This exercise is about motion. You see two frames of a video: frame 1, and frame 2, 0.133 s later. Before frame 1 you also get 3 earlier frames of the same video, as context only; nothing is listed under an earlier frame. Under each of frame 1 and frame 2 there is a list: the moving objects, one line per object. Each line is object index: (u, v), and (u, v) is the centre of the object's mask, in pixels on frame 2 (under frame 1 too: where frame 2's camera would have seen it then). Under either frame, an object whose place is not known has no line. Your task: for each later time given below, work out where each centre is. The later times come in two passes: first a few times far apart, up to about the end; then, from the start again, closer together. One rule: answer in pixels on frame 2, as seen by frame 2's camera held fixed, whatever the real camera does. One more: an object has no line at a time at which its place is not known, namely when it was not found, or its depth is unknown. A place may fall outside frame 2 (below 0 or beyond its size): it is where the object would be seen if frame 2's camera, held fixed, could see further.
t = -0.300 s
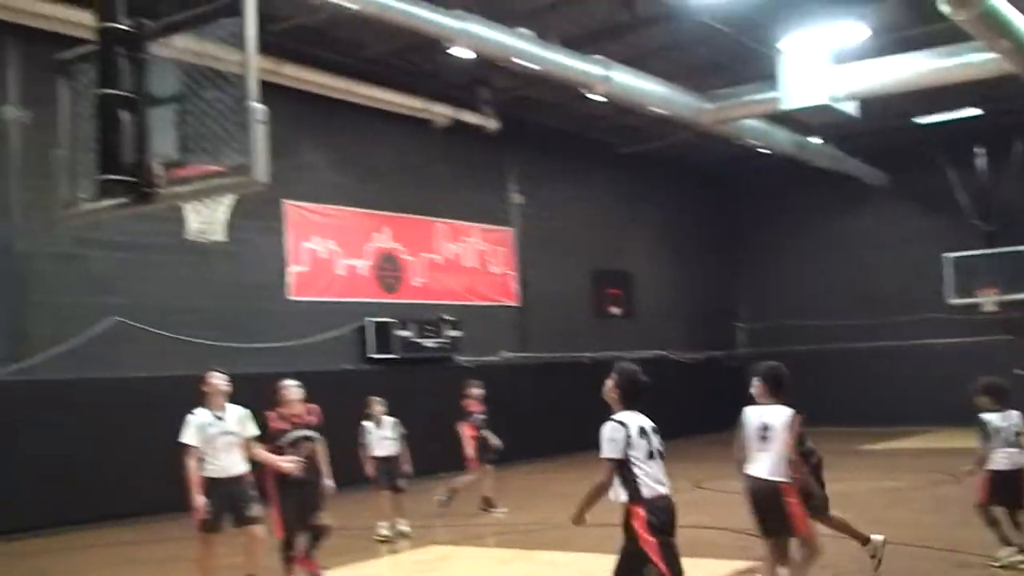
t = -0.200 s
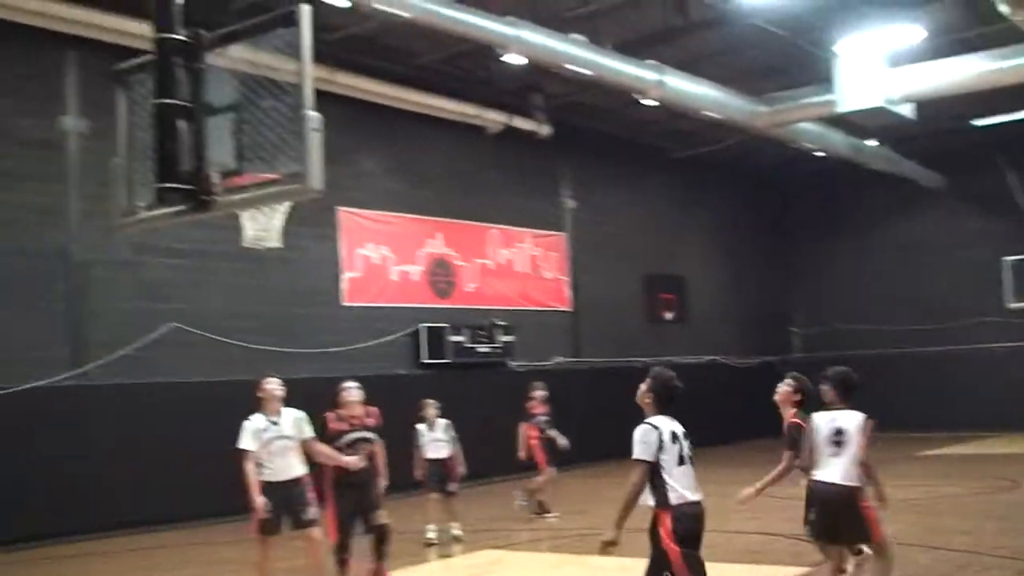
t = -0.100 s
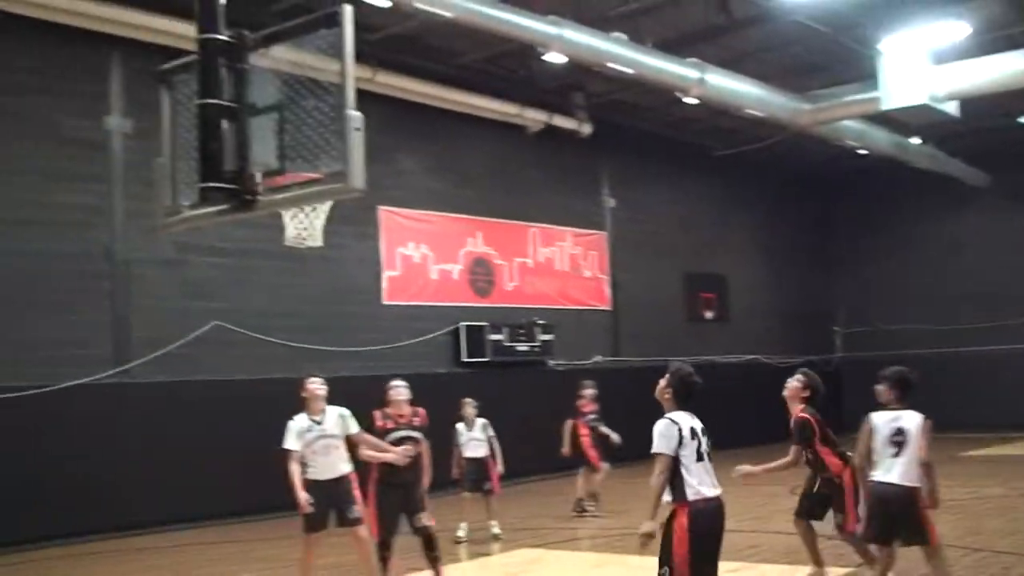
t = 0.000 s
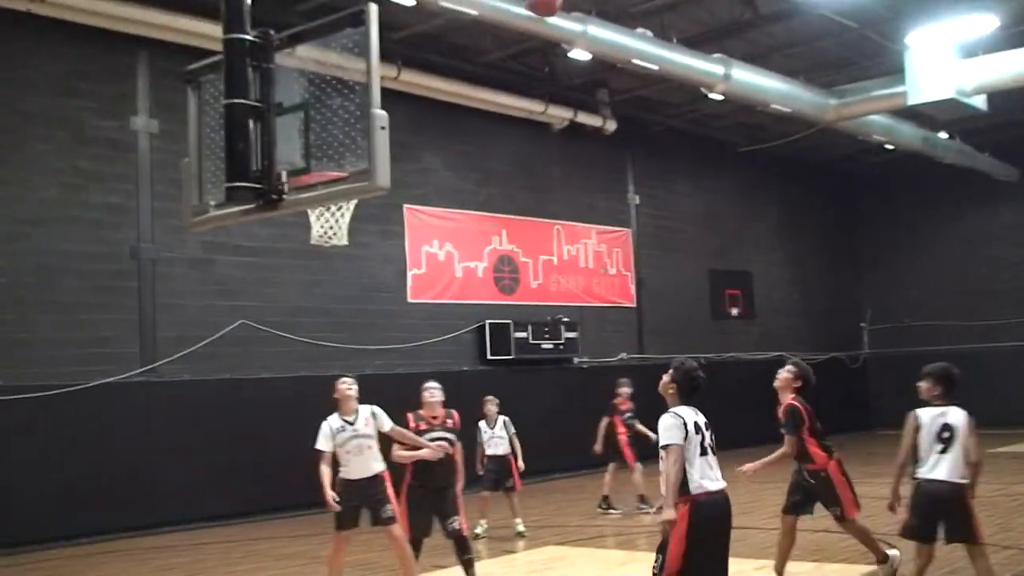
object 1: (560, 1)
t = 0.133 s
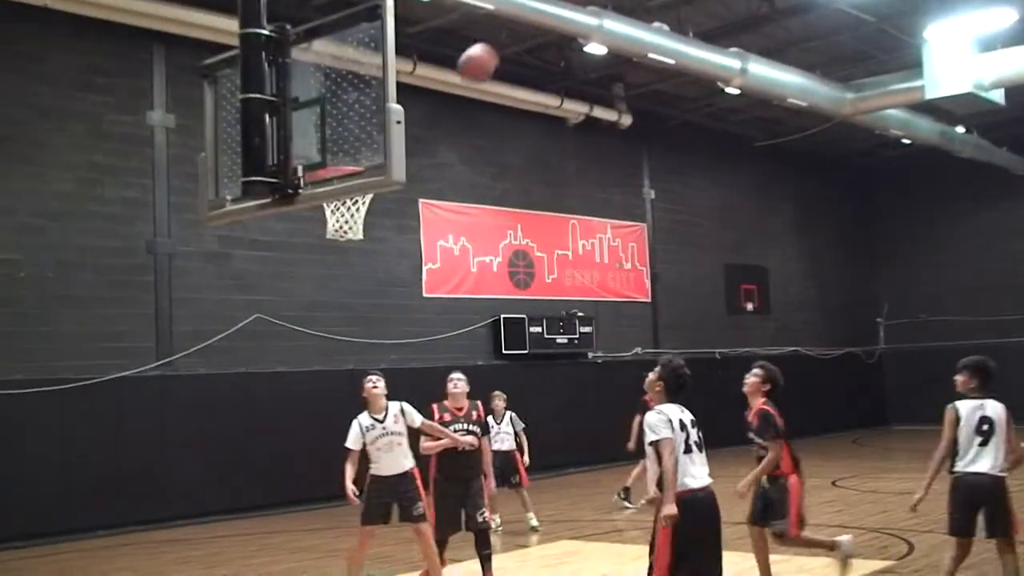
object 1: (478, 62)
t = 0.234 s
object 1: (419, 133)
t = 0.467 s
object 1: (462, 273)
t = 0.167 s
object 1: (456, 86)
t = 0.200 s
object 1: (436, 109)
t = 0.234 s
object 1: (419, 133)
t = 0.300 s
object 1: (406, 182)
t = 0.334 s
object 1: (408, 194)
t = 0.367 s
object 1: (418, 207)
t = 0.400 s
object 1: (433, 228)
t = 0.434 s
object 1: (447, 248)
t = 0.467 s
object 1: (462, 273)
